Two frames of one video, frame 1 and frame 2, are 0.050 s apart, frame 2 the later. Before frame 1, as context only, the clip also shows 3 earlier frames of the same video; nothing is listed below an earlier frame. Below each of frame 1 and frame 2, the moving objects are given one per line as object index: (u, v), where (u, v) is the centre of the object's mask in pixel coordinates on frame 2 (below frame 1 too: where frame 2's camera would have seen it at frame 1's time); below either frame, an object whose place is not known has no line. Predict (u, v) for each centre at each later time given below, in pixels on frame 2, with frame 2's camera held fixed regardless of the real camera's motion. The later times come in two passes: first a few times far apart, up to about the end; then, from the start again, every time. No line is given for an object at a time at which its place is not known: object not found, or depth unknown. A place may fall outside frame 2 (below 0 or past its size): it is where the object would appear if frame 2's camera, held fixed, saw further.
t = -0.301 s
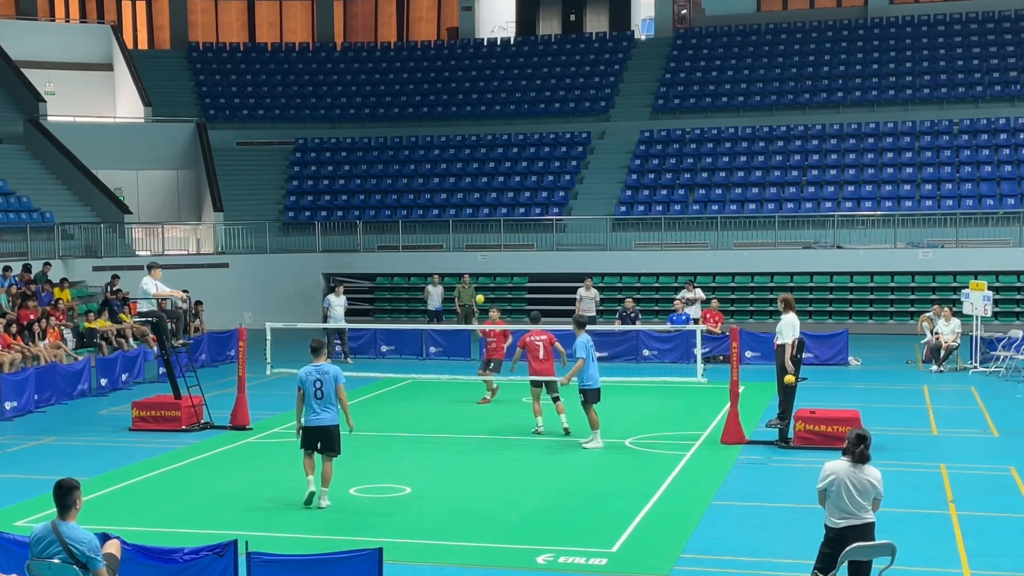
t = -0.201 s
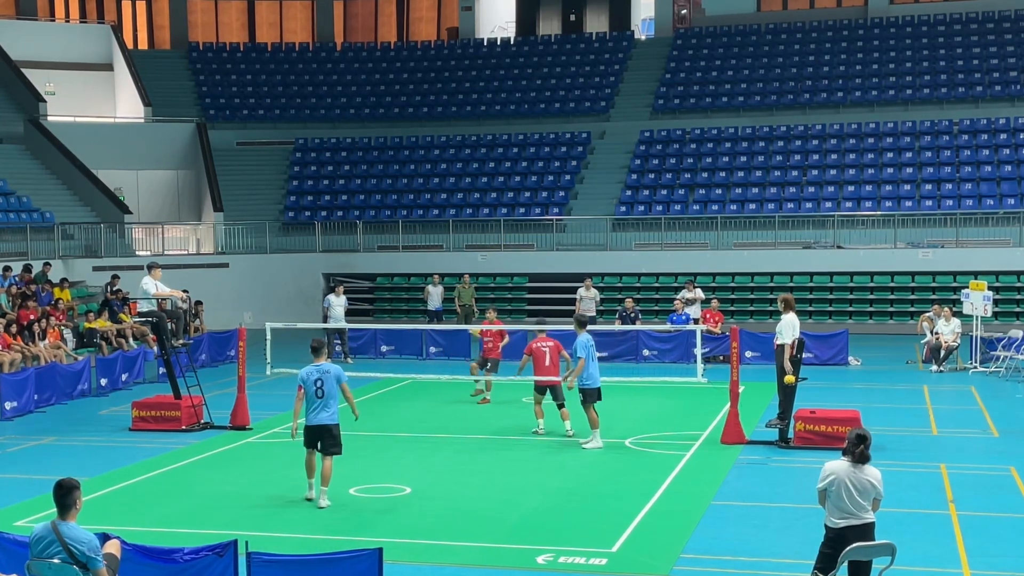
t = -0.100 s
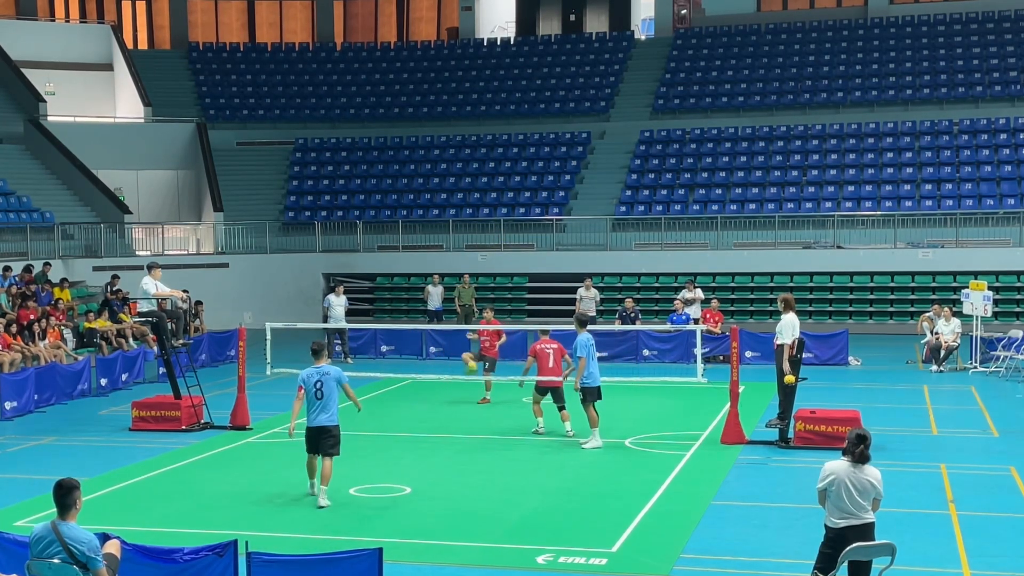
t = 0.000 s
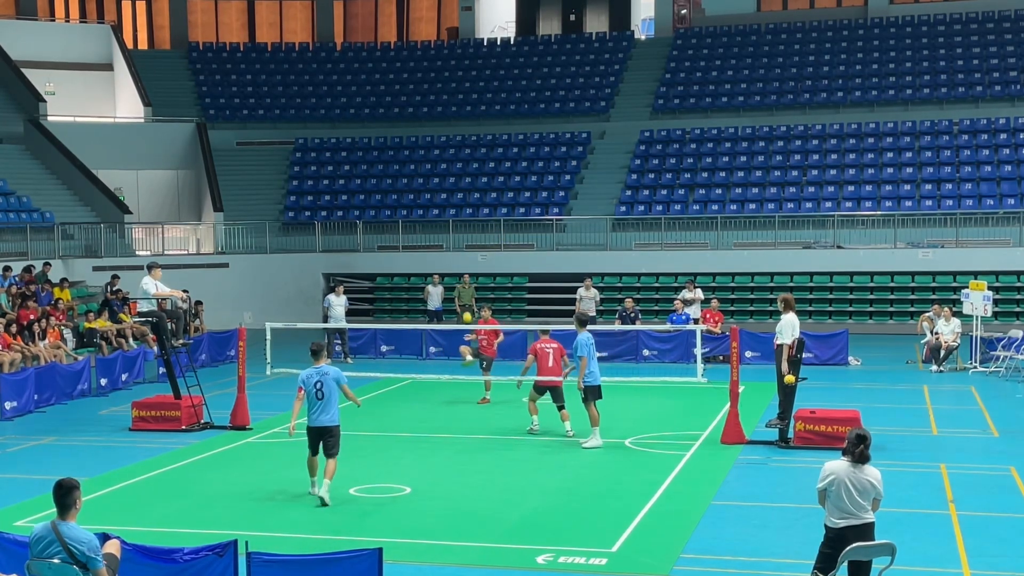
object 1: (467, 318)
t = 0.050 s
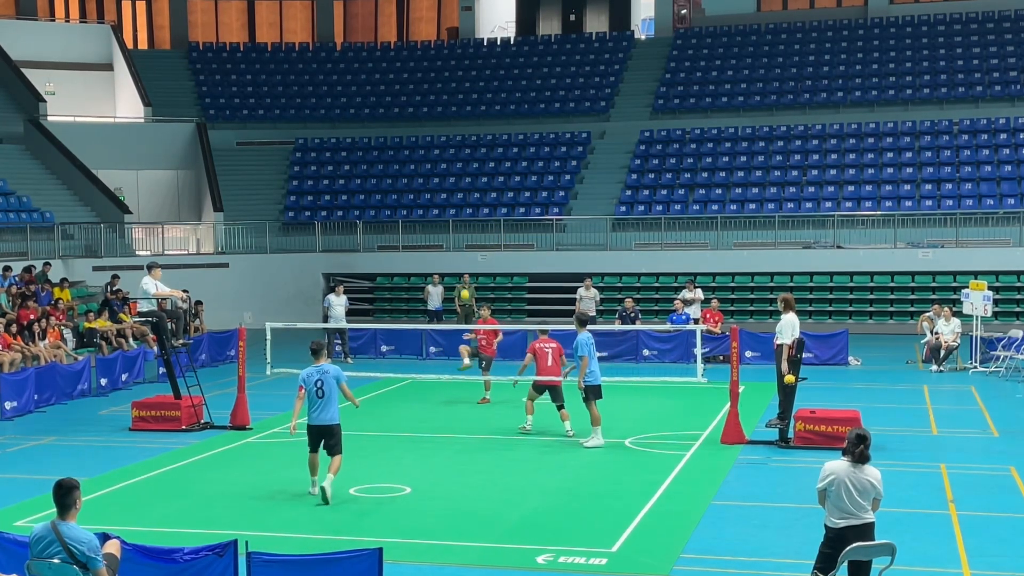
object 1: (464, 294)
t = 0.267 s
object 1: (454, 214)
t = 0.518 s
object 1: (442, 157)
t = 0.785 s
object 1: (430, 140)
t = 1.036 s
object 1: (419, 167)
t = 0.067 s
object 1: (464, 287)
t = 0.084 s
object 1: (463, 280)
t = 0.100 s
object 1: (462, 273)
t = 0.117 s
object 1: (461, 266)
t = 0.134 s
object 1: (461, 260)
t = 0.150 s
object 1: (460, 253)
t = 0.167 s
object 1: (459, 248)
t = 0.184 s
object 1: (458, 242)
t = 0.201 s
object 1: (457, 236)
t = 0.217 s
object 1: (456, 230)
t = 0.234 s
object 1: (455, 224)
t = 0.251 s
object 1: (455, 219)
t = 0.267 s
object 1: (454, 214)
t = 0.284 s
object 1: (453, 209)
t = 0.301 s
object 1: (452, 204)
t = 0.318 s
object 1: (452, 200)
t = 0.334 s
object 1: (451, 195)
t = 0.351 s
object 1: (450, 191)
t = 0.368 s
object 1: (449, 186)
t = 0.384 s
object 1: (448, 182)
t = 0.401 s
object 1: (448, 179)
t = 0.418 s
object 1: (447, 175)
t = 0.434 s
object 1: (446, 172)
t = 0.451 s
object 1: (445, 168)
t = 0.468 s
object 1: (445, 166)
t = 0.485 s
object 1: (444, 163)
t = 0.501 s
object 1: (443, 160)
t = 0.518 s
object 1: (442, 157)
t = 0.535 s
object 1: (441, 155)
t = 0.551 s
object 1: (441, 153)
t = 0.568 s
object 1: (440, 151)
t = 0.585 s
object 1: (439, 149)
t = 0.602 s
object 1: (438, 147)
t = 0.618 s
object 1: (438, 146)
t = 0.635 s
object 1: (437, 144)
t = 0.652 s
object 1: (436, 143)
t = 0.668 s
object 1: (436, 142)
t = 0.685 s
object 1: (435, 141)
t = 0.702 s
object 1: (434, 141)
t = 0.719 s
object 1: (433, 140)
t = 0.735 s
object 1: (433, 140)
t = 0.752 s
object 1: (432, 140)
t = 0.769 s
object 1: (431, 140)
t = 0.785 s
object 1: (430, 140)
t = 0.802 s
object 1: (429, 141)
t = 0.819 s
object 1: (429, 142)
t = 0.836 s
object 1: (428, 142)
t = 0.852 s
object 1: (427, 143)
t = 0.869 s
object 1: (426, 145)
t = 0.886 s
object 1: (426, 146)
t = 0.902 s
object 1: (425, 148)
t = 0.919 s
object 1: (424, 150)
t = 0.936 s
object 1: (423, 152)
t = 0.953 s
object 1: (423, 154)
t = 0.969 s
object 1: (422, 156)
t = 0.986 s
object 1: (421, 159)
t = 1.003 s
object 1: (421, 161)
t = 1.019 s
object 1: (420, 164)
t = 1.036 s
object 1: (419, 167)
